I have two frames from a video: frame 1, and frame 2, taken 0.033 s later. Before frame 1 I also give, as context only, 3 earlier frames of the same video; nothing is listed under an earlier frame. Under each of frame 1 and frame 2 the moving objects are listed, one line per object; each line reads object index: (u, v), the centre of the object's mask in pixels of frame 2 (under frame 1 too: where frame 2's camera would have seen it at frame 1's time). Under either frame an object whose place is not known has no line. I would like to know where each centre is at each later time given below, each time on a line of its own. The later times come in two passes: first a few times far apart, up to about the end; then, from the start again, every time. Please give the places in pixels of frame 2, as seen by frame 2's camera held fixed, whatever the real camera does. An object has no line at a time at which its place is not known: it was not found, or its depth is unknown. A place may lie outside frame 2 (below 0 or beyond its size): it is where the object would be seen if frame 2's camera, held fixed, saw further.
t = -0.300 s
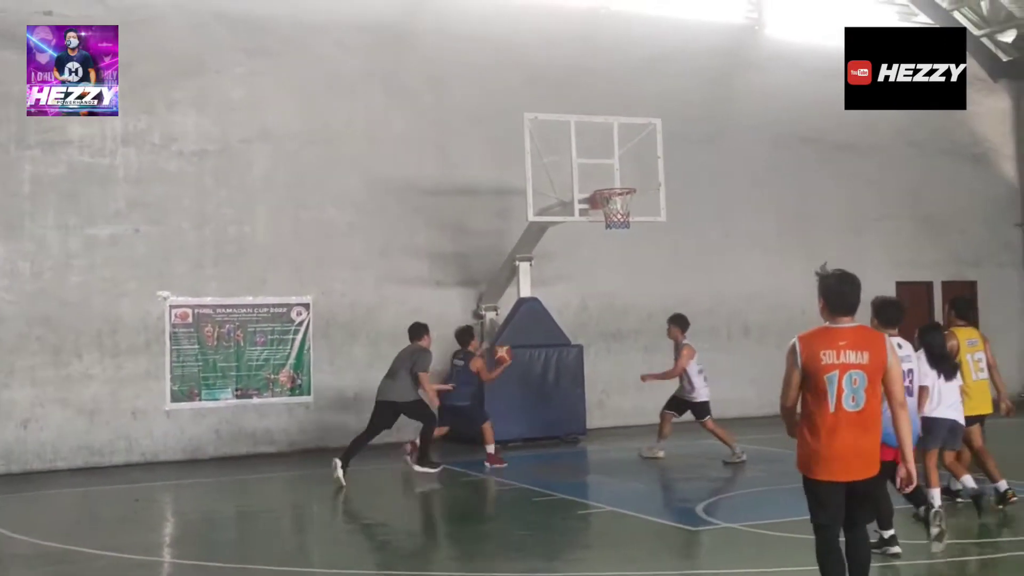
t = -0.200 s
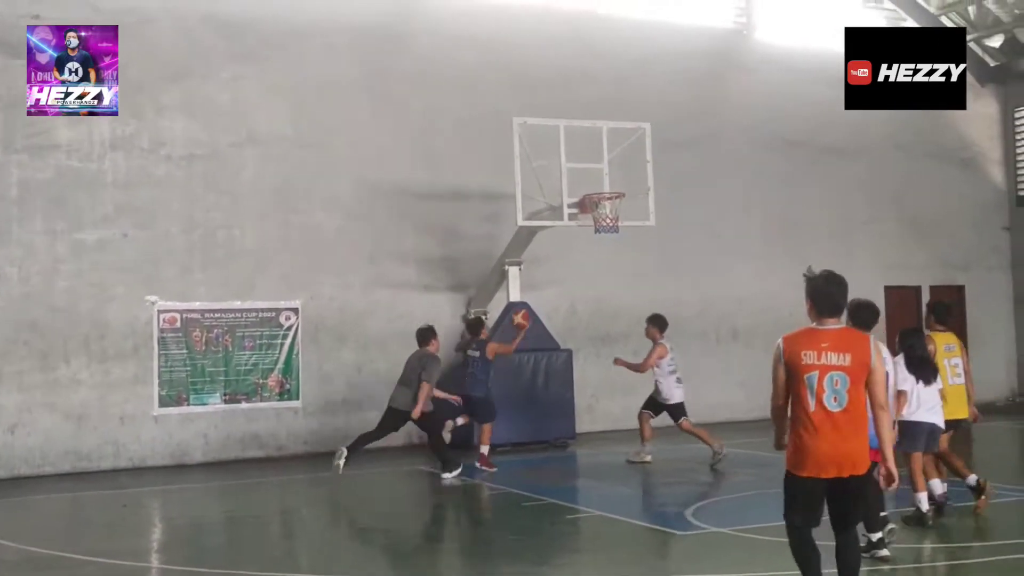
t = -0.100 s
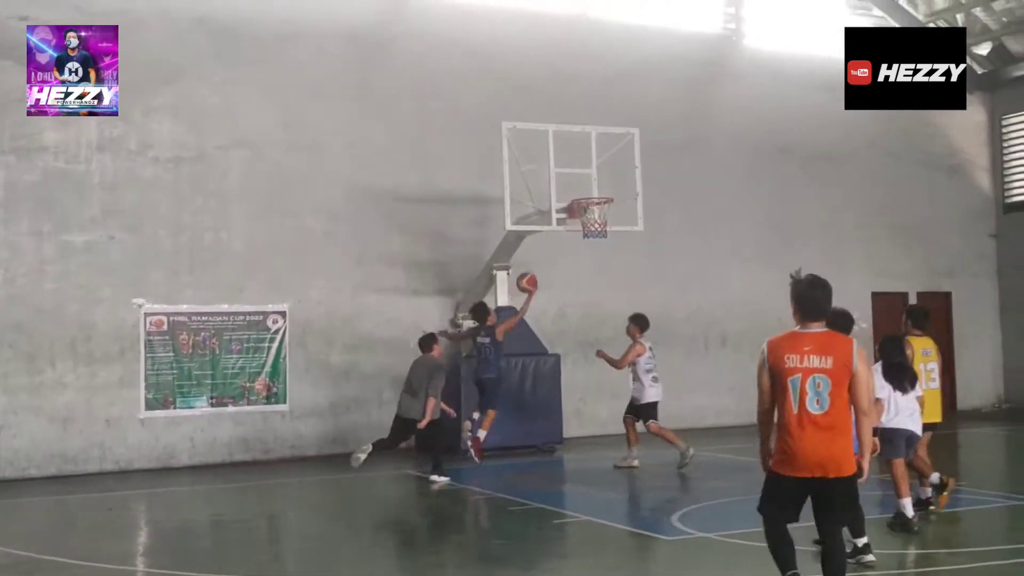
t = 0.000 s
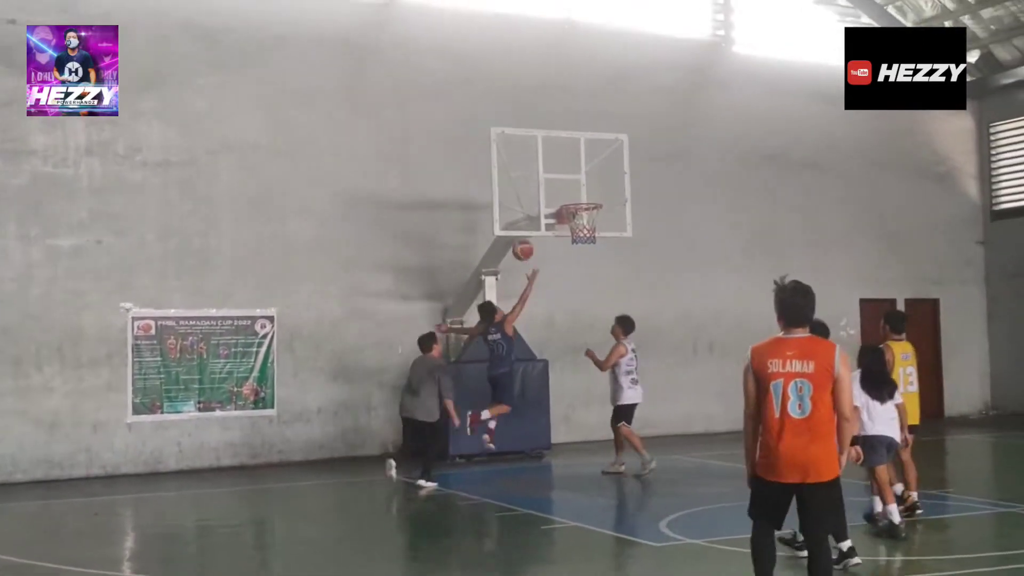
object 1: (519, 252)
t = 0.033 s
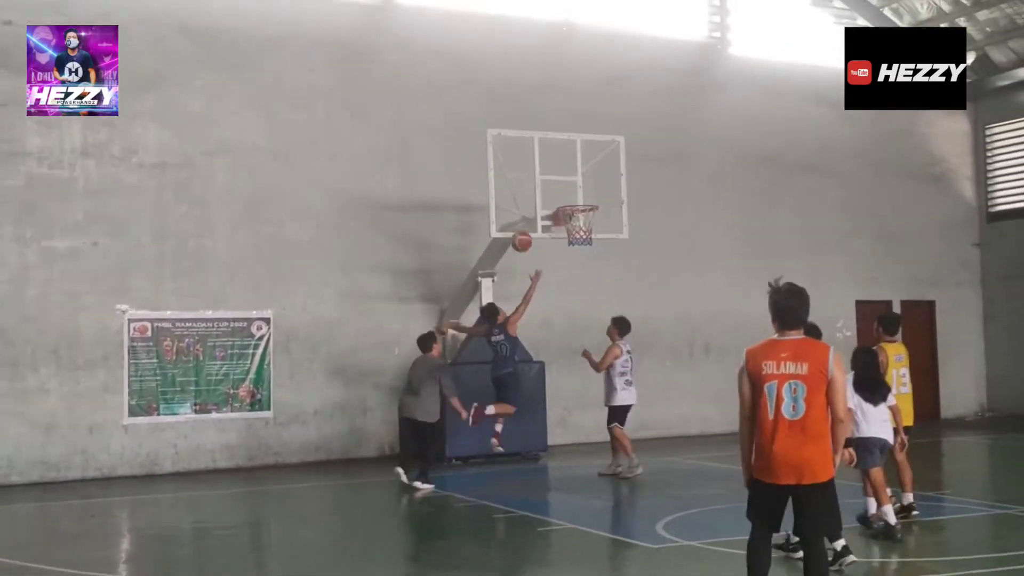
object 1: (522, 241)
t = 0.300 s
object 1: (540, 192)
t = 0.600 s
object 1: (564, 195)
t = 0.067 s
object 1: (524, 231)
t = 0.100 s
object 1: (526, 223)
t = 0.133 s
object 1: (528, 216)
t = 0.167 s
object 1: (531, 209)
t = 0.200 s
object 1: (534, 203)
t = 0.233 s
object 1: (536, 198)
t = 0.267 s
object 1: (538, 195)
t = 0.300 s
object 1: (540, 192)
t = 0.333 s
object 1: (543, 190)
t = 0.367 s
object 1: (545, 189)
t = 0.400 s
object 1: (548, 188)
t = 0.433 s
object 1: (550, 189)
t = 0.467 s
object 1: (553, 191)
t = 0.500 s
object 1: (555, 193)
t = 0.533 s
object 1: (558, 197)
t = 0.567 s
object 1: (561, 197)
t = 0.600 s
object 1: (564, 195)
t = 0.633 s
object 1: (566, 195)
